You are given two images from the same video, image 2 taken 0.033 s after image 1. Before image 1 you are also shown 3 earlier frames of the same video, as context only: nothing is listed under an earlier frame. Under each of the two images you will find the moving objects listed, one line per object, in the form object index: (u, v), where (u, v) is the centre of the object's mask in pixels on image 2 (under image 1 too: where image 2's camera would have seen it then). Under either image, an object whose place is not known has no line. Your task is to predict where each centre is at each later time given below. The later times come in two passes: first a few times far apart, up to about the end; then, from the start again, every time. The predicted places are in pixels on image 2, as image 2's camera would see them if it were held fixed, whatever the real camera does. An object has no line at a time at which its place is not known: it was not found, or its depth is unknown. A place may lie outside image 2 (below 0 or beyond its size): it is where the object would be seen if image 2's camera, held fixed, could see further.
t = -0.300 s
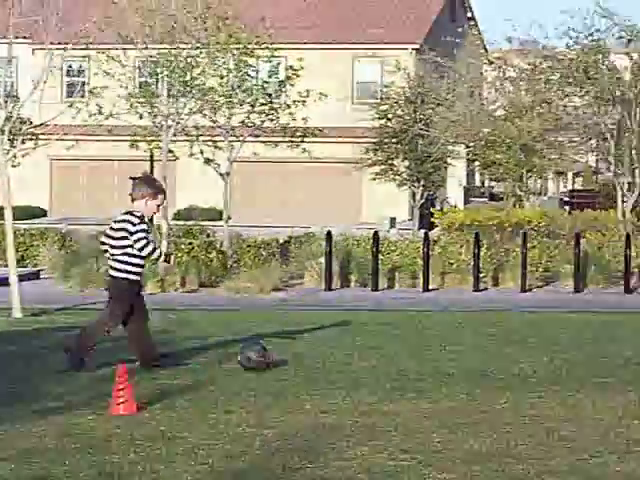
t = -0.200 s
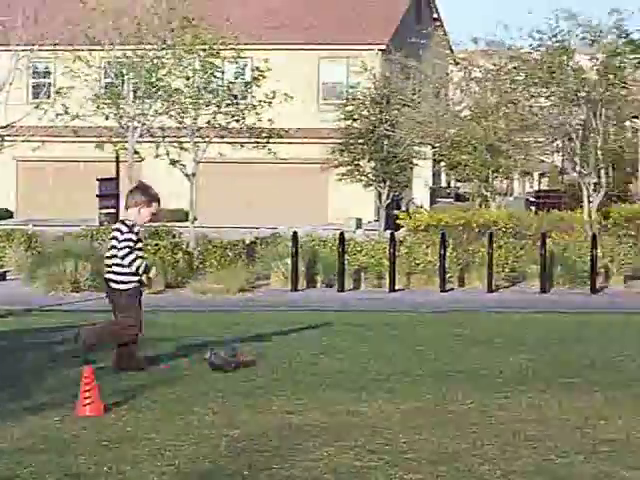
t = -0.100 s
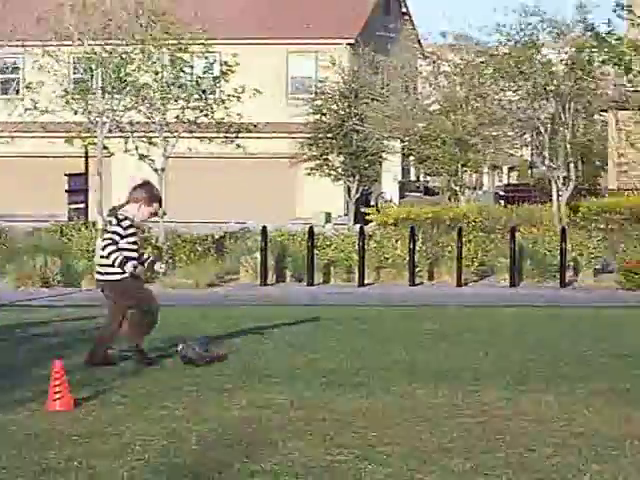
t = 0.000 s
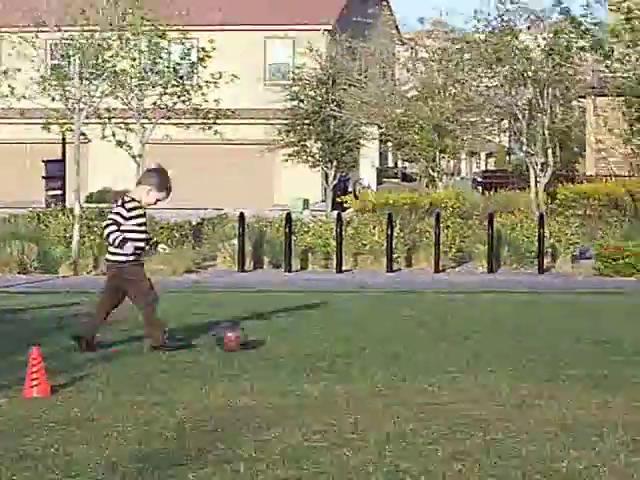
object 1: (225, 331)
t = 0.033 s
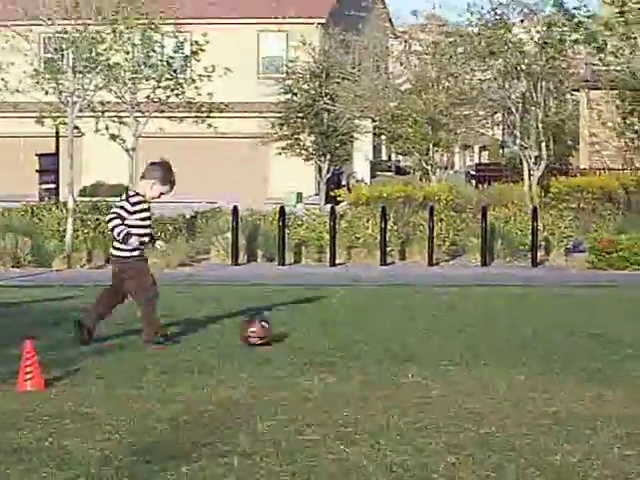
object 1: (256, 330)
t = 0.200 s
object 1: (388, 331)
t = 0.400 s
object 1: (500, 330)
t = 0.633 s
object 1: (597, 331)
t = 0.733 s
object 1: (633, 335)
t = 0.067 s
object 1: (285, 333)
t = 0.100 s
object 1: (311, 331)
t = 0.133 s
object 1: (337, 330)
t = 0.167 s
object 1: (364, 330)
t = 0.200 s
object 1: (388, 331)
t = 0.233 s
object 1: (413, 333)
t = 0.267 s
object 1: (432, 332)
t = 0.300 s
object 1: (449, 330)
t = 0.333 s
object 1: (465, 328)
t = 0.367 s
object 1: (483, 329)
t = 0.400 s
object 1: (500, 330)
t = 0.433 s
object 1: (516, 332)
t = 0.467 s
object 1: (532, 332)
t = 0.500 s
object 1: (544, 332)
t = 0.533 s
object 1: (558, 332)
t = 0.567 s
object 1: (571, 333)
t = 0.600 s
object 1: (583, 331)
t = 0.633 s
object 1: (597, 331)
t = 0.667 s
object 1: (610, 330)
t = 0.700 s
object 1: (622, 333)
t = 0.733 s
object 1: (633, 335)
